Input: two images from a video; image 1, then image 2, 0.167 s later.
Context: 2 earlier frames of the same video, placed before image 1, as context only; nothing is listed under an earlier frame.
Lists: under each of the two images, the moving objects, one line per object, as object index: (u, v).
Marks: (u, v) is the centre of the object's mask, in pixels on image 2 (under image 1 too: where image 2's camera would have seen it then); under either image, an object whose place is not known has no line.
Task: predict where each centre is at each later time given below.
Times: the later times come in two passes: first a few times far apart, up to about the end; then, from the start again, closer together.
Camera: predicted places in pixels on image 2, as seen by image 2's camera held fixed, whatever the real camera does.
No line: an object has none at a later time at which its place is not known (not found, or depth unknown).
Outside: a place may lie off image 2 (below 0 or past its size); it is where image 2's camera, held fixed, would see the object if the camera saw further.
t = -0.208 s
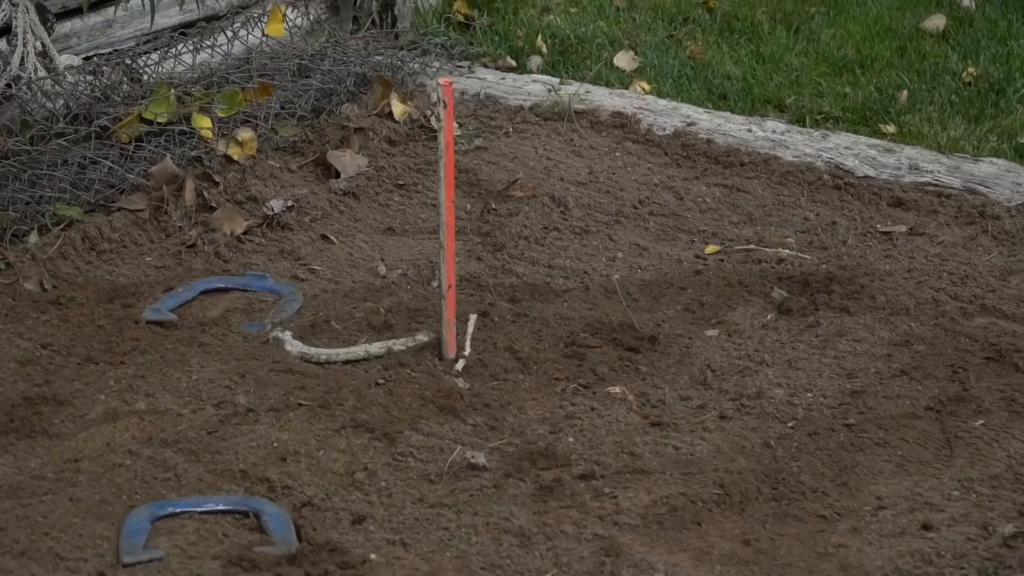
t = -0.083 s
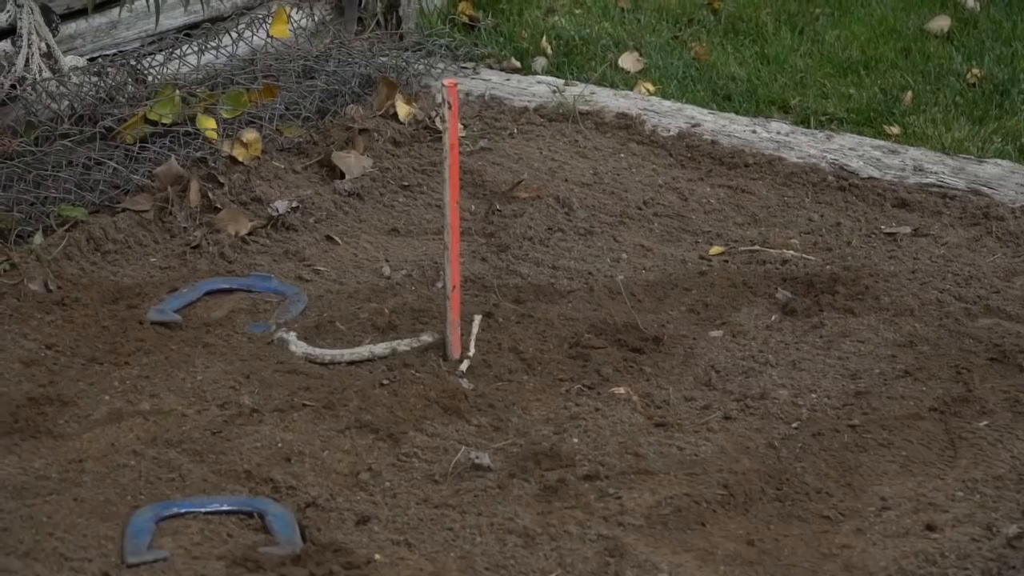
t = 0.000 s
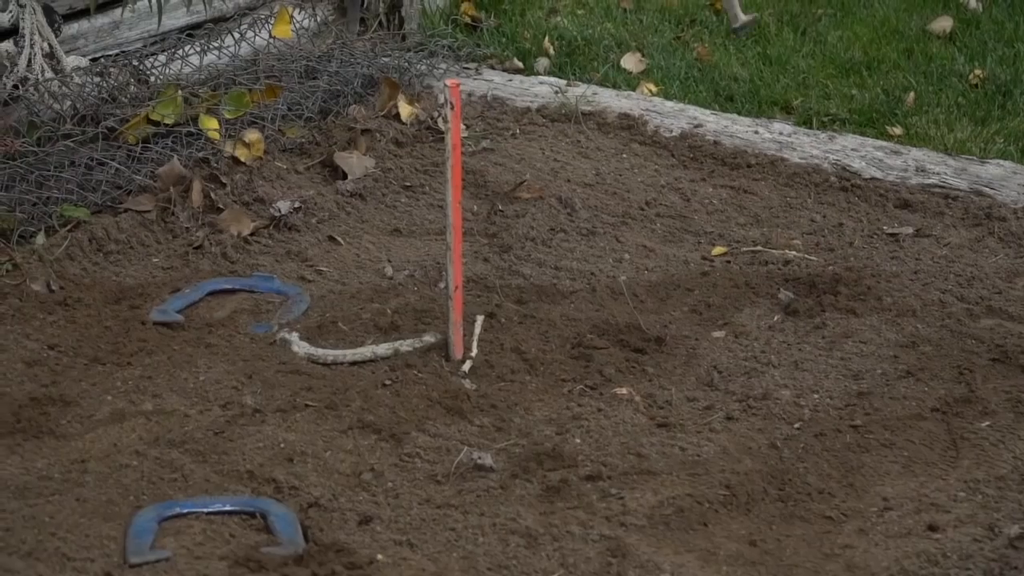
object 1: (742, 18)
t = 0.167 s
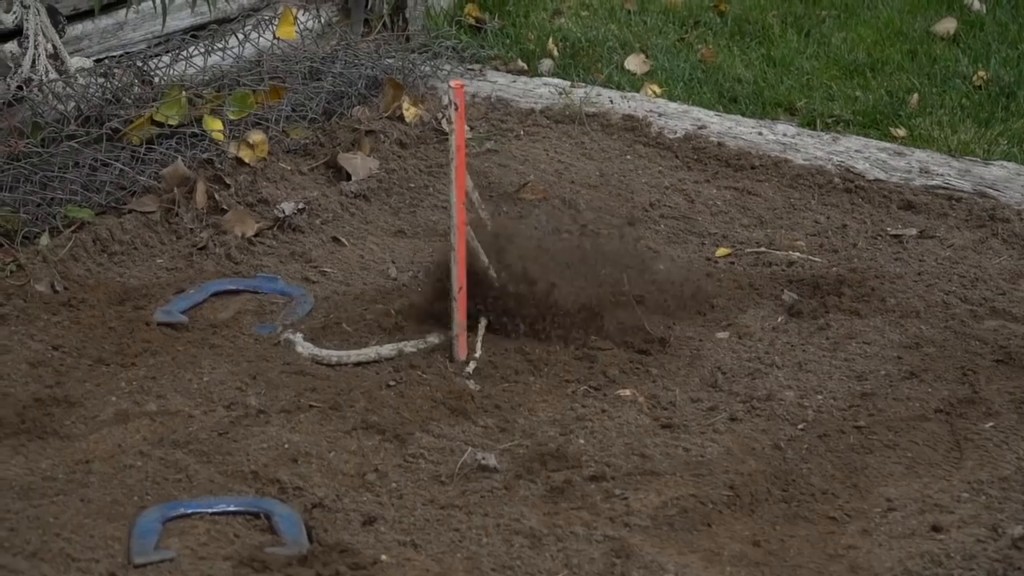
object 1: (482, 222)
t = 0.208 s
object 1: (444, 193)
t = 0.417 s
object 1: (371, 290)
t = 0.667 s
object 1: (283, 363)
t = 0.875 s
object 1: (277, 380)
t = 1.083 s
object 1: (268, 348)
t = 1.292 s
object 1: (268, 348)
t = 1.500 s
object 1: (268, 348)
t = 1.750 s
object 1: (267, 348)
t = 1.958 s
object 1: (270, 347)
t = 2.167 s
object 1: (268, 347)
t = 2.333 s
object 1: (267, 348)
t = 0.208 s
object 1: (444, 193)
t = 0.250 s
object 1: (412, 186)
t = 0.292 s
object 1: (391, 214)
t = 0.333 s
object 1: (383, 249)
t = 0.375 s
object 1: (381, 292)
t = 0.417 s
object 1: (371, 290)
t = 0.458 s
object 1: (342, 288)
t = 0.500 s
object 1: (324, 305)
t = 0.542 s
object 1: (313, 335)
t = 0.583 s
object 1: (288, 355)
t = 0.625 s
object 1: (286, 373)
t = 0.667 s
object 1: (283, 363)
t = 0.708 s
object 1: (278, 365)
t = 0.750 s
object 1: (276, 375)
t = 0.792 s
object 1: (266, 347)
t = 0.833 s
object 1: (265, 348)
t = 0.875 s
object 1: (277, 380)
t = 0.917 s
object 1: (269, 347)
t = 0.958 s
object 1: (266, 348)
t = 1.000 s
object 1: (268, 348)
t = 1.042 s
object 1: (267, 348)
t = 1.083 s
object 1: (268, 348)
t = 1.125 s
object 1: (269, 348)
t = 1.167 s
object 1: (269, 349)
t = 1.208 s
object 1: (268, 348)
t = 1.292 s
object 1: (268, 348)
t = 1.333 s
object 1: (268, 348)
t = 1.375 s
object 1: (265, 349)
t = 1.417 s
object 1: (266, 349)
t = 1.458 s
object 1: (268, 348)
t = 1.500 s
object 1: (268, 348)
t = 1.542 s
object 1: (267, 348)
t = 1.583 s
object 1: (268, 348)
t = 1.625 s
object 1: (269, 348)
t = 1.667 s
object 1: (269, 348)
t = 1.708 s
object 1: (269, 347)
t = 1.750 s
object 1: (267, 348)
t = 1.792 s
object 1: (267, 348)
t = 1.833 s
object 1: (268, 348)
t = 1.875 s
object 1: (267, 348)
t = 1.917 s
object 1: (269, 347)
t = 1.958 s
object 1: (270, 347)
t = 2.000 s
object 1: (267, 348)
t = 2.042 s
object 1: (268, 347)
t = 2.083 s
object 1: (266, 348)
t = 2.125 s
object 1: (269, 347)
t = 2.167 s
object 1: (268, 347)
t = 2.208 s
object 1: (266, 348)
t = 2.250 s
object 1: (268, 347)
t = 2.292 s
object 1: (268, 347)
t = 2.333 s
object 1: (267, 348)
